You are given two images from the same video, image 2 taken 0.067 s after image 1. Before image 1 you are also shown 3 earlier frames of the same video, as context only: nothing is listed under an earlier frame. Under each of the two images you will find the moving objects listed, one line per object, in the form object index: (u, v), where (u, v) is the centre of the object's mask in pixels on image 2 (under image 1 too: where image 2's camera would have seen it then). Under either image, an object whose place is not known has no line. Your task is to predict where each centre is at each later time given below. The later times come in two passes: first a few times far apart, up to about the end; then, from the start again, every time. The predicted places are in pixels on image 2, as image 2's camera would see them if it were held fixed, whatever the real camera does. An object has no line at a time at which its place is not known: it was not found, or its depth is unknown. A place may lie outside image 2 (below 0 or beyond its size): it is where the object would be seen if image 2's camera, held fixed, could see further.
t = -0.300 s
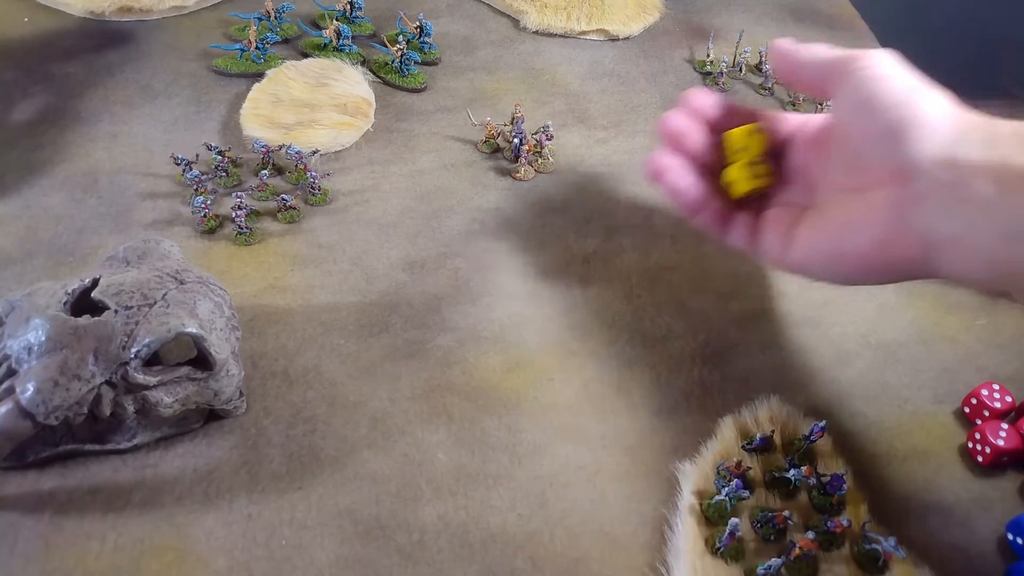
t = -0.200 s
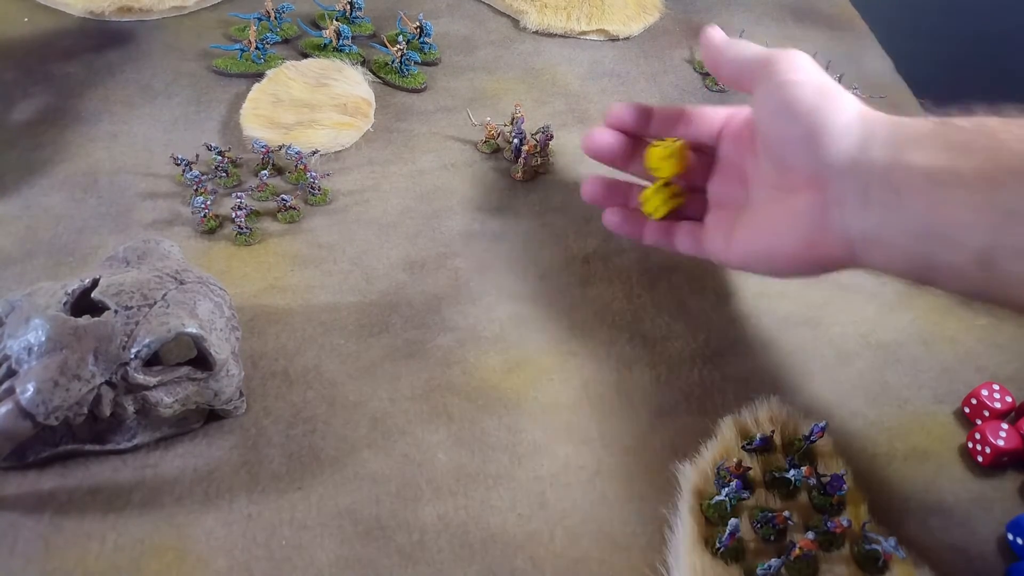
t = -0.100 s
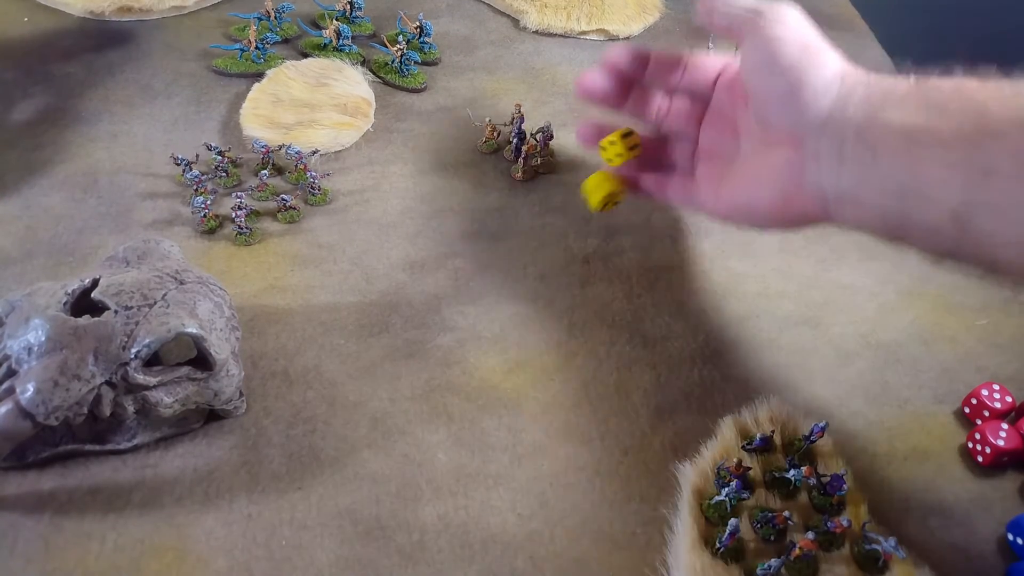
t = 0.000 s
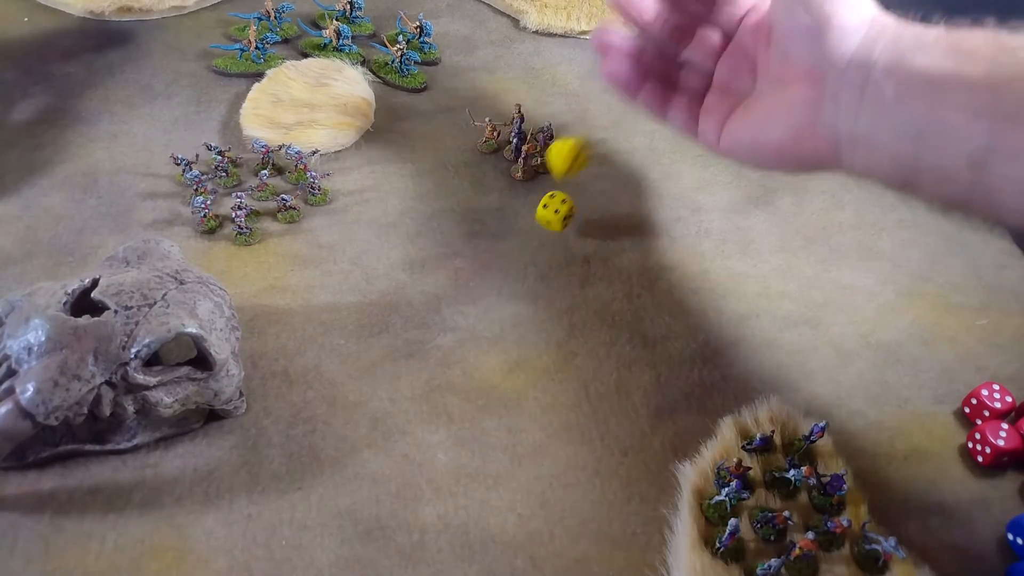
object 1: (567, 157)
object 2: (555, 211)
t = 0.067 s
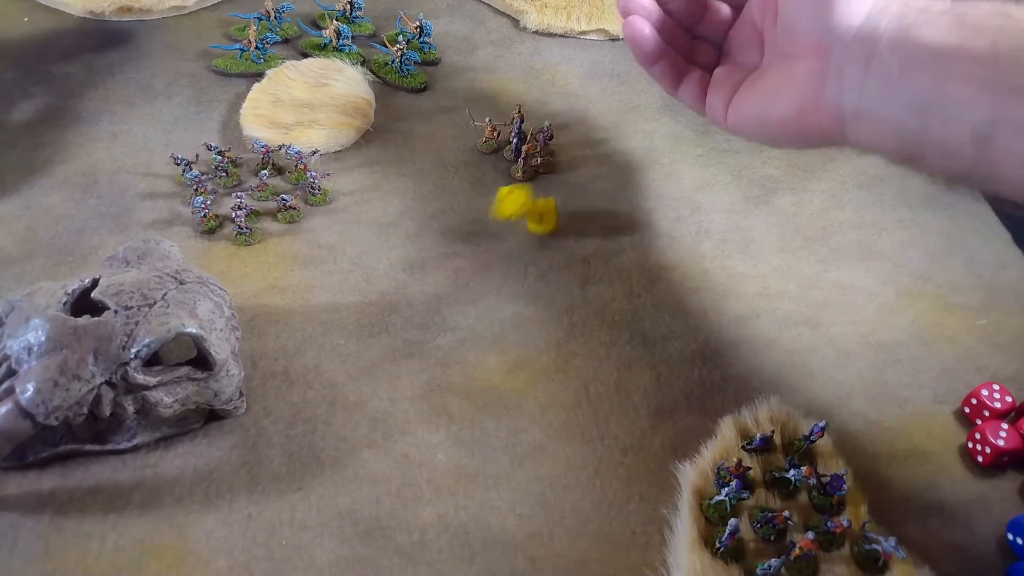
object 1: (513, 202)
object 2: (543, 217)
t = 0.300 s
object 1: (340, 247)
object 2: (534, 181)
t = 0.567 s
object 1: (248, 252)
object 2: (537, 184)
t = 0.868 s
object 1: (237, 259)
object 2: (537, 184)
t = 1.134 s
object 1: (237, 259)
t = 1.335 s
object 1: (237, 259)
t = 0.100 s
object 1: (478, 221)
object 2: (543, 206)
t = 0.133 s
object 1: (455, 226)
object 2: (544, 199)
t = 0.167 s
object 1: (433, 238)
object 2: (545, 192)
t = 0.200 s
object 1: (409, 244)
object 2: (545, 188)
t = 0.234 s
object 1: (385, 243)
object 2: (544, 185)
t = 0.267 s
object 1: (364, 246)
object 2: (539, 182)
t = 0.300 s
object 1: (340, 247)
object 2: (534, 181)
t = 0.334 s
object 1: (320, 251)
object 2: (534, 183)
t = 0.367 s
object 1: (306, 251)
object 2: (537, 184)
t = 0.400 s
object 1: (291, 254)
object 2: (539, 184)
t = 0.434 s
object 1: (279, 254)
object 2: (537, 184)
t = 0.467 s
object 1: (266, 256)
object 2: (537, 184)
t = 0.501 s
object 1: (257, 253)
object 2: (538, 184)
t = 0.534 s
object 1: (252, 252)
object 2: (537, 184)
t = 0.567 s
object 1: (248, 252)
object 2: (537, 184)
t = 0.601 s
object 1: (243, 254)
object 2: (537, 184)
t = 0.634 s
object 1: (237, 260)
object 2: (538, 184)
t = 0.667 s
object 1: (232, 260)
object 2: (538, 184)
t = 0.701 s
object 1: (233, 260)
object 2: (538, 184)
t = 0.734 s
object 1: (238, 259)
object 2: (538, 184)
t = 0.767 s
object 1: (239, 258)
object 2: (538, 184)
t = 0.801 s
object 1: (236, 260)
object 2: (538, 184)
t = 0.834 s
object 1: (236, 260)
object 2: (537, 184)
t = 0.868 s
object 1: (237, 259)
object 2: (537, 184)
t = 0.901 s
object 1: (237, 259)
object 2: (537, 184)
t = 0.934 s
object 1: (237, 259)
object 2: (538, 184)
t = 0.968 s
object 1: (237, 259)
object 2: (538, 184)
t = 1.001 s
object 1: (237, 259)
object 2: (538, 184)
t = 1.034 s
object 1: (237, 259)
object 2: (538, 184)
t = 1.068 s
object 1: (237, 259)
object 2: (538, 184)
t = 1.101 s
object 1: (237, 259)
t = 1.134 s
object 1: (237, 259)
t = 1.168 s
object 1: (237, 259)
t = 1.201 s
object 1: (236, 259)
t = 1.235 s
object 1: (236, 259)
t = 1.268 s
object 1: (236, 259)
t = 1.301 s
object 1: (237, 259)
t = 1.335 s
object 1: (237, 259)
